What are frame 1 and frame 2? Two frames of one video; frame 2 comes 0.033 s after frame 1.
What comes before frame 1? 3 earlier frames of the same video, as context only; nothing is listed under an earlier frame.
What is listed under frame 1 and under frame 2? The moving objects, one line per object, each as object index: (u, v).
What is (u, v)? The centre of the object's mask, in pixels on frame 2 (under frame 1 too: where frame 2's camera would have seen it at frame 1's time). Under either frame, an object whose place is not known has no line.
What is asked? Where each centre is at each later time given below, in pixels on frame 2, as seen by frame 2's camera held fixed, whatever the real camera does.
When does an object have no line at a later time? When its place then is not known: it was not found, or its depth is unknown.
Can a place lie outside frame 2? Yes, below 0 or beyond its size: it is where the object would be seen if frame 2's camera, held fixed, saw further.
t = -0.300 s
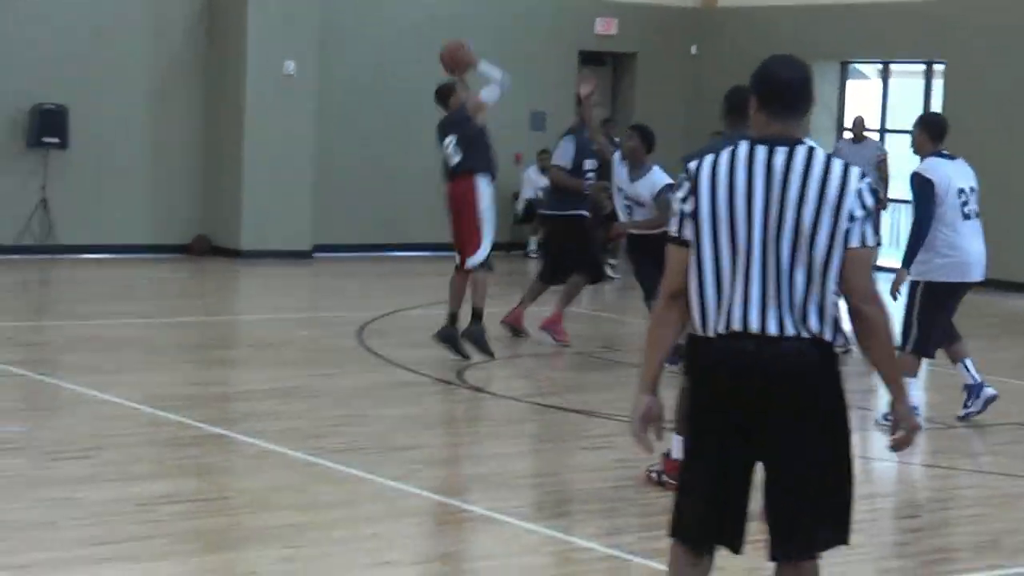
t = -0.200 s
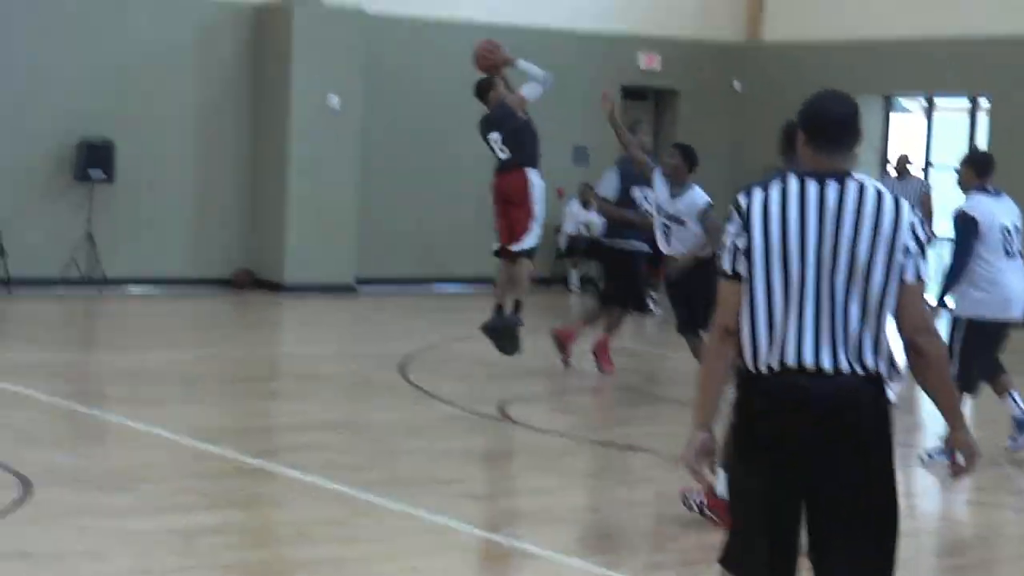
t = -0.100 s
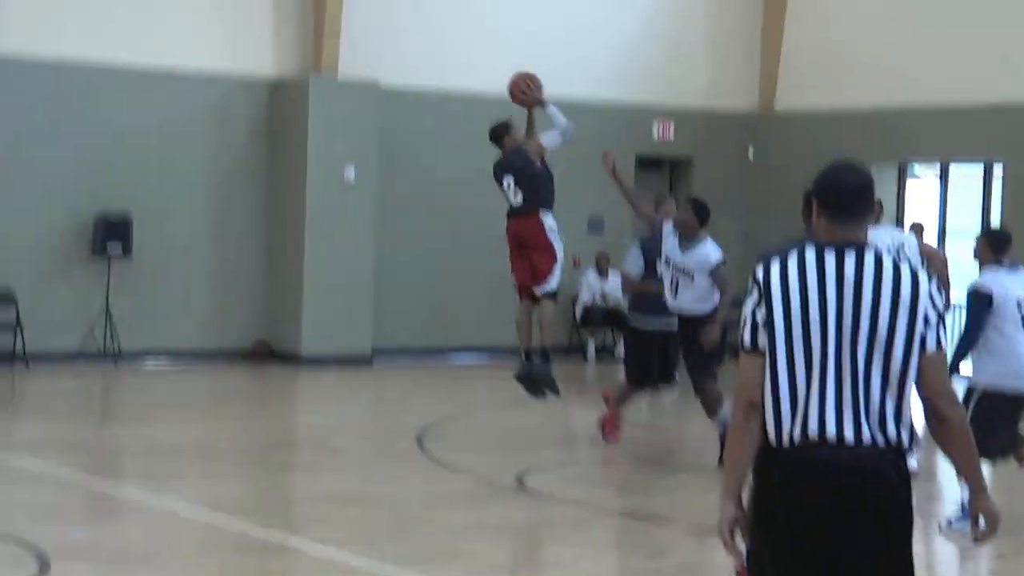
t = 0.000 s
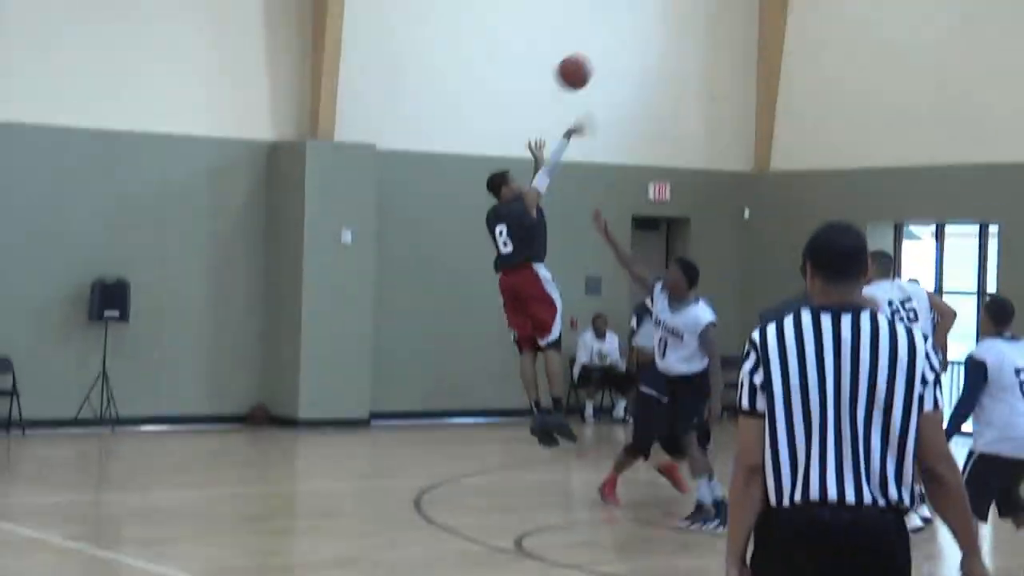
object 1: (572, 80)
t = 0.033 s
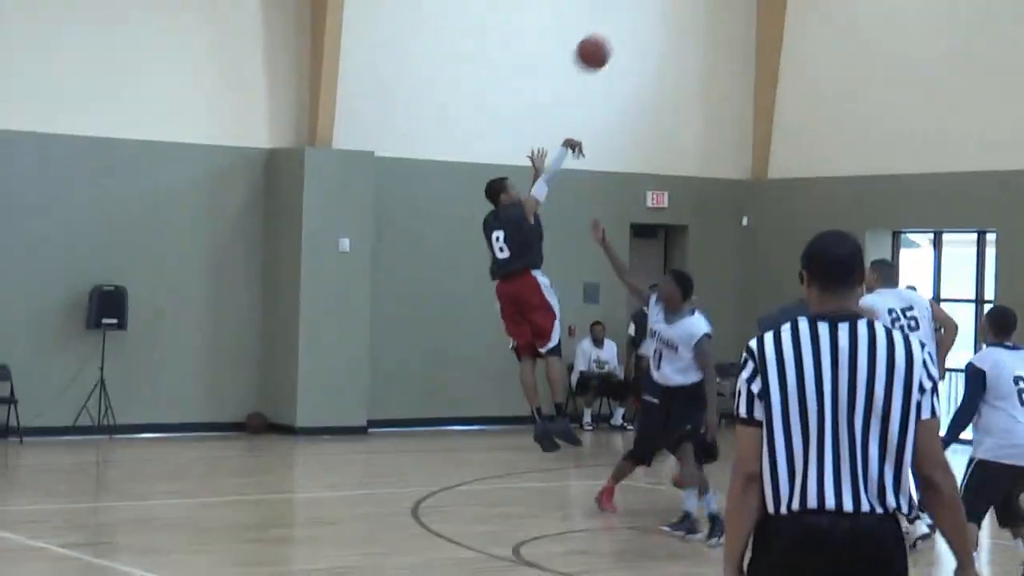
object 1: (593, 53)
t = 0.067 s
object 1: (614, 26)
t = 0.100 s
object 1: (634, 9)
